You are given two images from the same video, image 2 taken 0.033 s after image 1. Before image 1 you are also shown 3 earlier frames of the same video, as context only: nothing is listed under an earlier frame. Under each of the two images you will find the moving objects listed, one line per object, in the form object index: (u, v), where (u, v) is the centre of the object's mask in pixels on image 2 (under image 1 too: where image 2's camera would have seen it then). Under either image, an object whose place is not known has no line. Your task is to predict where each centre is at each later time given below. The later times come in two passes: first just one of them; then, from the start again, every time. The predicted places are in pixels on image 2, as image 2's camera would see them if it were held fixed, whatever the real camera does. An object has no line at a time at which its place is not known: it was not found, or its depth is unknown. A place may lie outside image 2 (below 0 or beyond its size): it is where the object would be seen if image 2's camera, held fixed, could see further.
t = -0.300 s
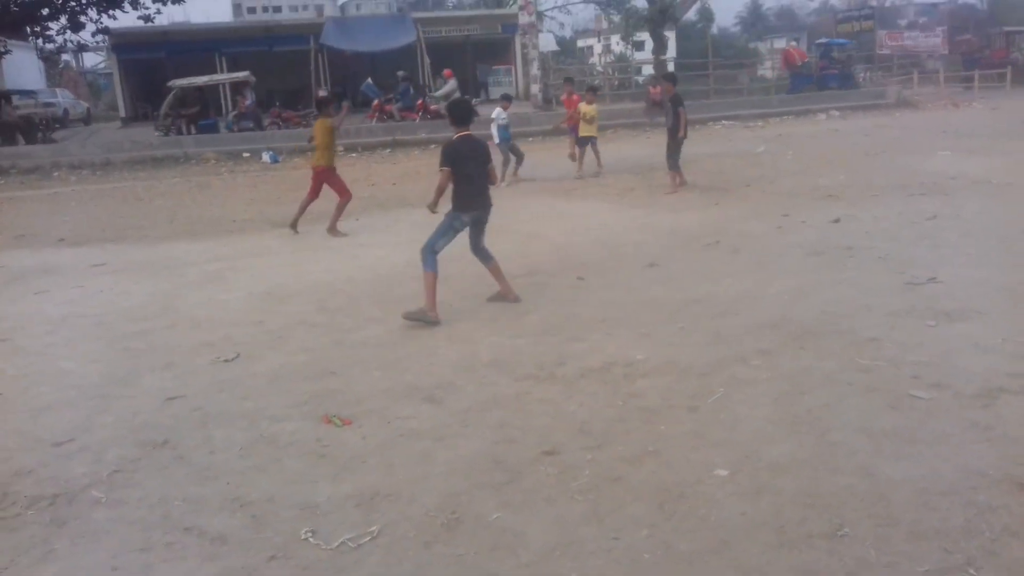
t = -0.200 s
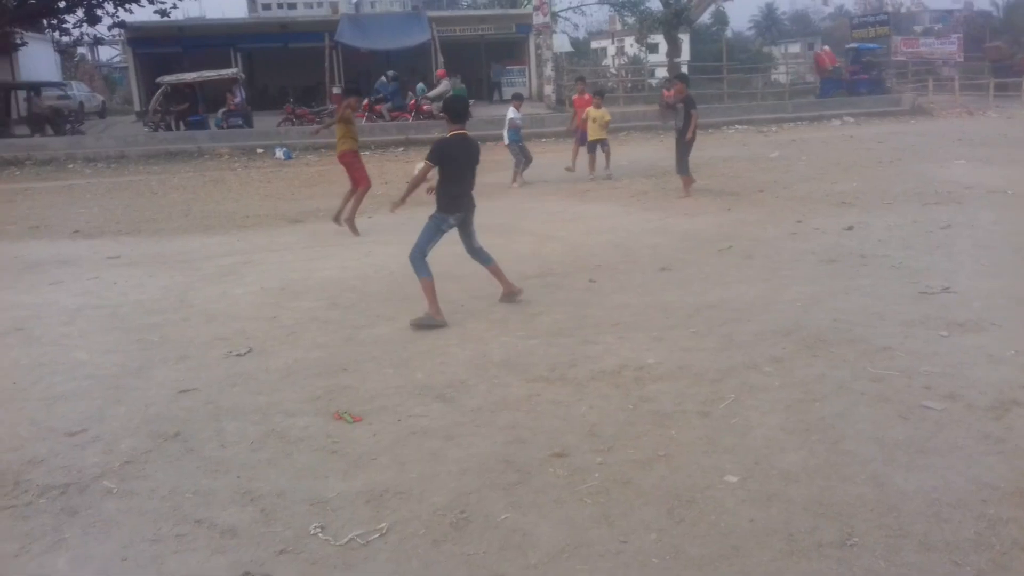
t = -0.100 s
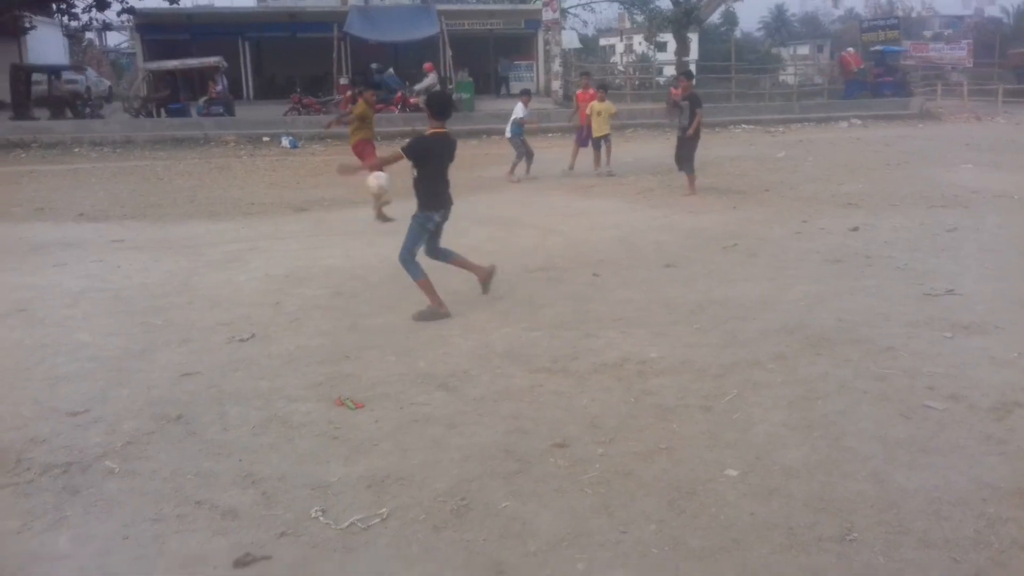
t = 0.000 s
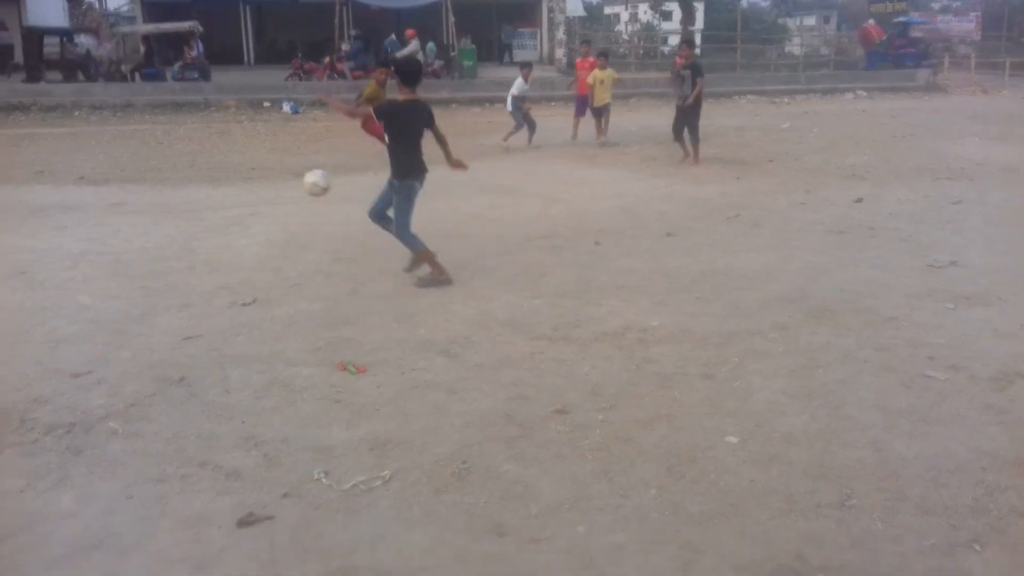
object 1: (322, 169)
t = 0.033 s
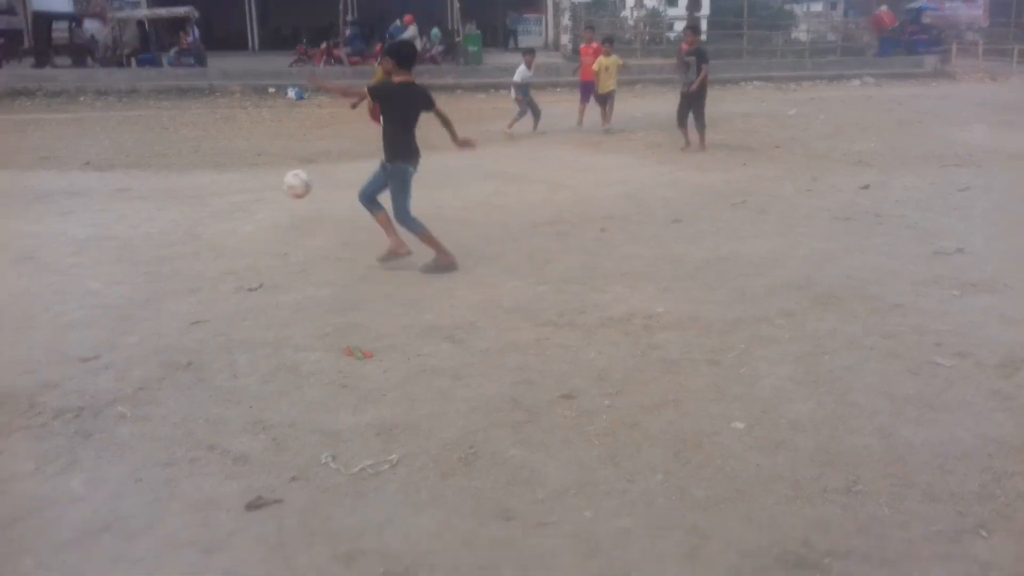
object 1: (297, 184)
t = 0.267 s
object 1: (91, 241)
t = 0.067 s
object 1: (271, 201)
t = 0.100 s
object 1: (242, 223)
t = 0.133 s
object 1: (214, 233)
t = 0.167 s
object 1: (186, 231)
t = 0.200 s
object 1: (156, 232)
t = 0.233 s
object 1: (125, 235)
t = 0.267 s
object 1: (91, 241)
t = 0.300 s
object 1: (54, 248)
